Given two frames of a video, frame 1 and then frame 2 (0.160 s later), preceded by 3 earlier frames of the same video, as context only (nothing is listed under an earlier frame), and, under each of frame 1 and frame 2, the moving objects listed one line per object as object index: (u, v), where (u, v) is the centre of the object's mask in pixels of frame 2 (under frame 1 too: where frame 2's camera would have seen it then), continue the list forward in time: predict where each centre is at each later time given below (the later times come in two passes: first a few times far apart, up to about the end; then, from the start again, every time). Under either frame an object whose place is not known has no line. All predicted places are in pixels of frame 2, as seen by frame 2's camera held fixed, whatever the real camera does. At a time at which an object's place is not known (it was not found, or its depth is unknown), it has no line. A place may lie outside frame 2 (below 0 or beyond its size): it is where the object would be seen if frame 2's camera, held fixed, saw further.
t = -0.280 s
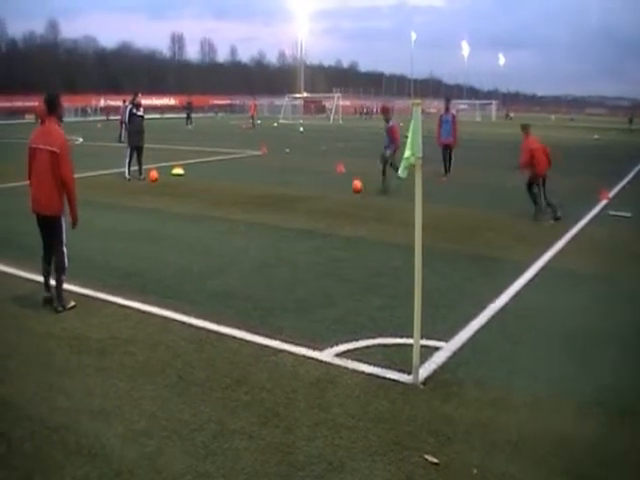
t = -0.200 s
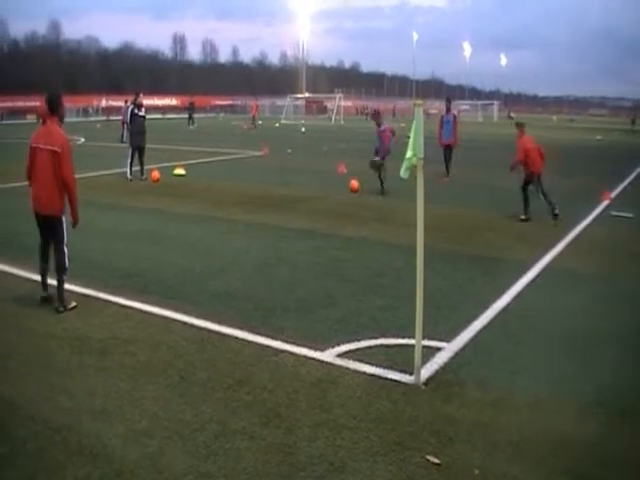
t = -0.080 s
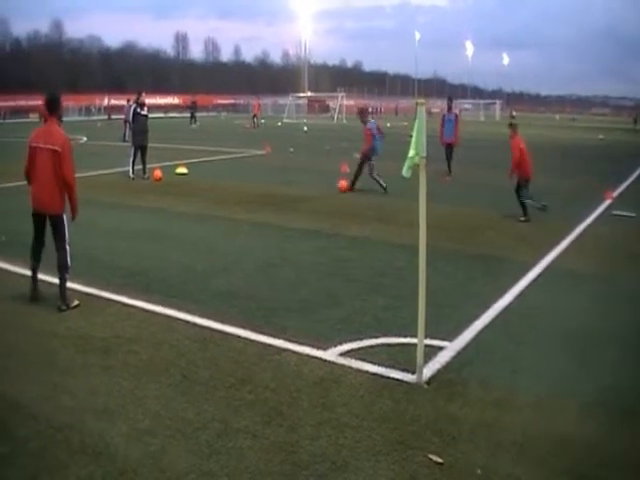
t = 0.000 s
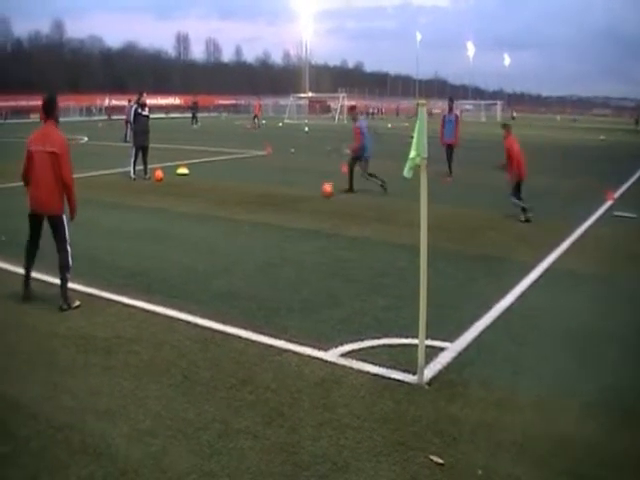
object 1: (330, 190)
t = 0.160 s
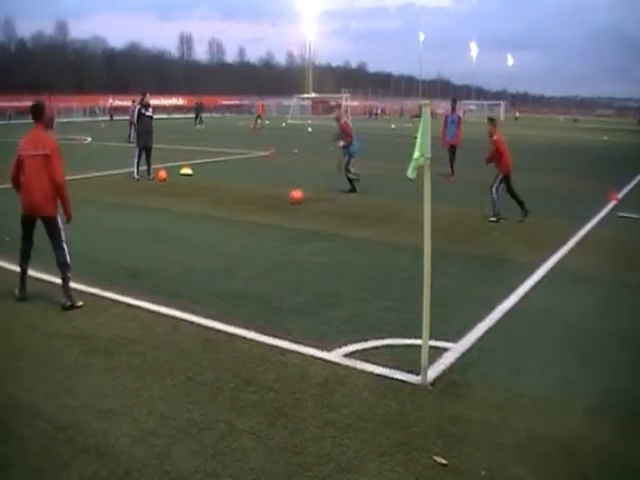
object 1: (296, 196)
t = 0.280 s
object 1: (267, 203)
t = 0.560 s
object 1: (199, 216)
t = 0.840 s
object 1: (124, 232)
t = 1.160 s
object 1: (38, 250)
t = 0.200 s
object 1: (287, 198)
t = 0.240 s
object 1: (278, 200)
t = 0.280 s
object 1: (267, 203)
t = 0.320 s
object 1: (259, 203)
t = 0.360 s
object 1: (249, 206)
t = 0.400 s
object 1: (239, 208)
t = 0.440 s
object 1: (230, 210)
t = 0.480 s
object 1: (220, 212)
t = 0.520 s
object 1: (210, 214)
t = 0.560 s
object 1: (199, 216)
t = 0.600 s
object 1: (189, 219)
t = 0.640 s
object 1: (178, 221)
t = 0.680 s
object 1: (168, 223)
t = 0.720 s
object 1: (157, 225)
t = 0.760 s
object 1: (146, 228)
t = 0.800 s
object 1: (135, 230)
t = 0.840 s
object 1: (124, 232)
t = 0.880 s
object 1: (113, 235)
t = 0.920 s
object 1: (102, 238)
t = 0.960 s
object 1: (91, 239)
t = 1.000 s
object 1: (80, 242)
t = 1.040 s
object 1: (70, 243)
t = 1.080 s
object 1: (59, 245)
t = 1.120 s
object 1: (49, 248)
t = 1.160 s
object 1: (38, 250)
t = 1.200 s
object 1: (28, 251)
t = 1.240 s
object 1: (18, 253)
